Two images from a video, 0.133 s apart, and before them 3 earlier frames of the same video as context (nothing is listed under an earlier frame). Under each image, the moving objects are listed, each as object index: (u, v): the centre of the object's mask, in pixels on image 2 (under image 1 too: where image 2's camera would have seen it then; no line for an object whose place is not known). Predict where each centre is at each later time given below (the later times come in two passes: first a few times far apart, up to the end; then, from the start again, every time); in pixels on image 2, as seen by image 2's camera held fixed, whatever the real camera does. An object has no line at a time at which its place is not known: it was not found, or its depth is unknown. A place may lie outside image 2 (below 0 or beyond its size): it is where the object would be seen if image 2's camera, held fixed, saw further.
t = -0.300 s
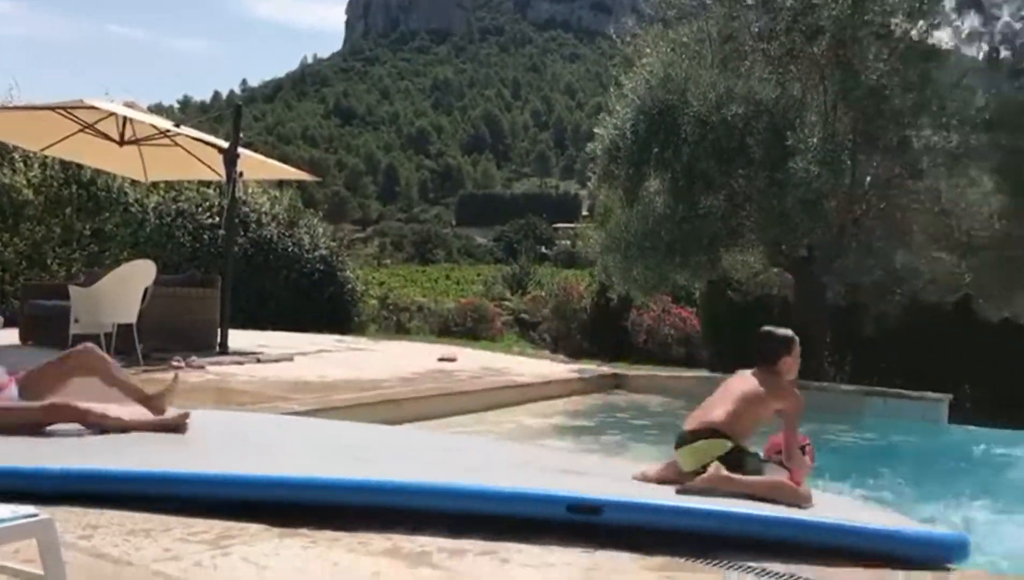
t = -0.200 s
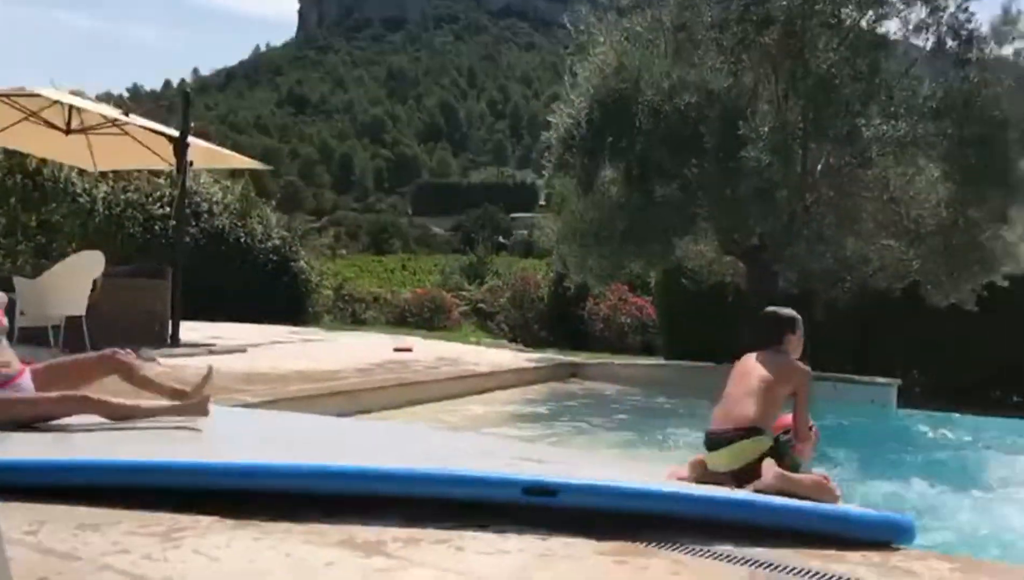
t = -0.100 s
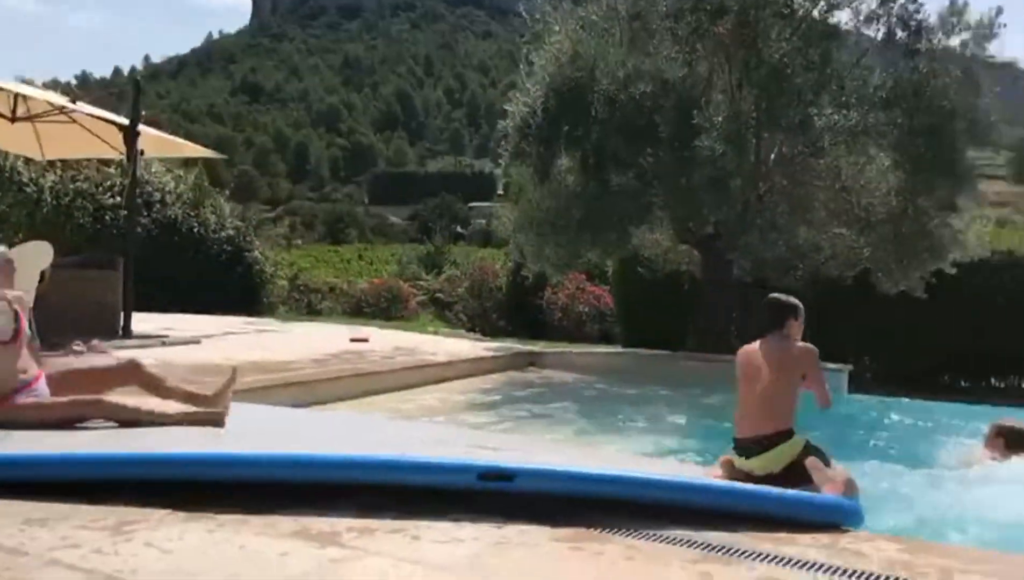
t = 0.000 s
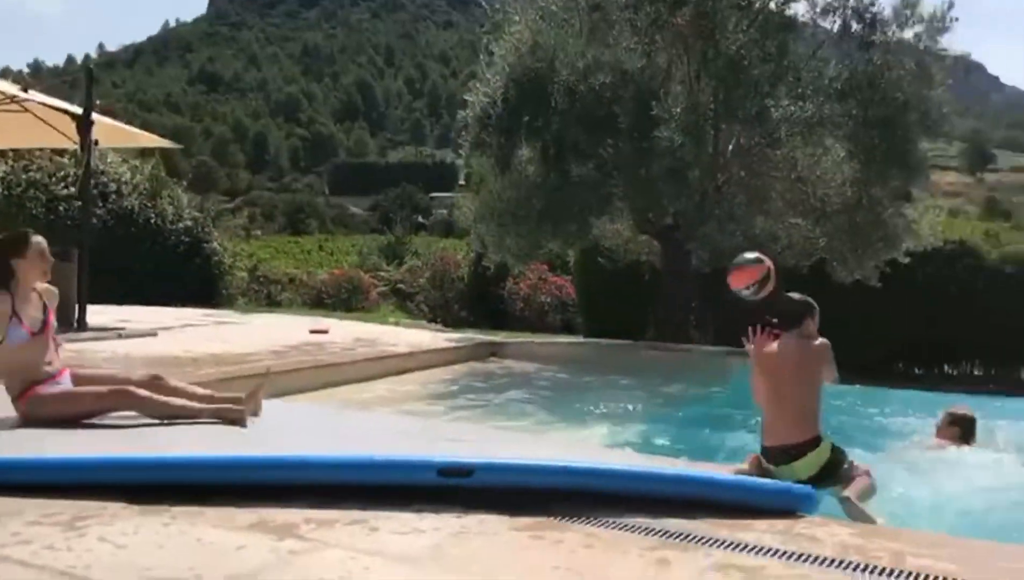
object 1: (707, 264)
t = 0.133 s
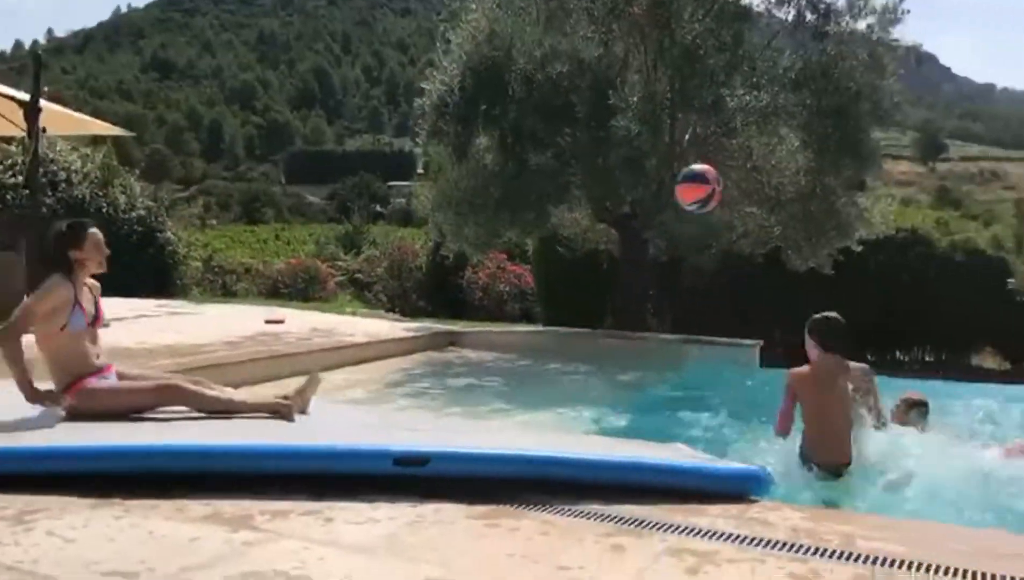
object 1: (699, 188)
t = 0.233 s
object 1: (691, 155)
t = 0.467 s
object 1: (671, 161)
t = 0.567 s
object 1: (662, 201)
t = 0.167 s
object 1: (696, 175)
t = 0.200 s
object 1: (693, 164)
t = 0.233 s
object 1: (691, 155)
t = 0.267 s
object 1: (688, 149)
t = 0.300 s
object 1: (686, 144)
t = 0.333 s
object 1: (683, 142)
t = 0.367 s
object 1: (680, 143)
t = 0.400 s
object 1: (677, 147)
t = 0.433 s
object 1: (675, 153)
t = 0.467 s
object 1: (671, 161)
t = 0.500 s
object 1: (669, 172)
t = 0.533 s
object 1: (666, 186)
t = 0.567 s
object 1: (662, 201)
